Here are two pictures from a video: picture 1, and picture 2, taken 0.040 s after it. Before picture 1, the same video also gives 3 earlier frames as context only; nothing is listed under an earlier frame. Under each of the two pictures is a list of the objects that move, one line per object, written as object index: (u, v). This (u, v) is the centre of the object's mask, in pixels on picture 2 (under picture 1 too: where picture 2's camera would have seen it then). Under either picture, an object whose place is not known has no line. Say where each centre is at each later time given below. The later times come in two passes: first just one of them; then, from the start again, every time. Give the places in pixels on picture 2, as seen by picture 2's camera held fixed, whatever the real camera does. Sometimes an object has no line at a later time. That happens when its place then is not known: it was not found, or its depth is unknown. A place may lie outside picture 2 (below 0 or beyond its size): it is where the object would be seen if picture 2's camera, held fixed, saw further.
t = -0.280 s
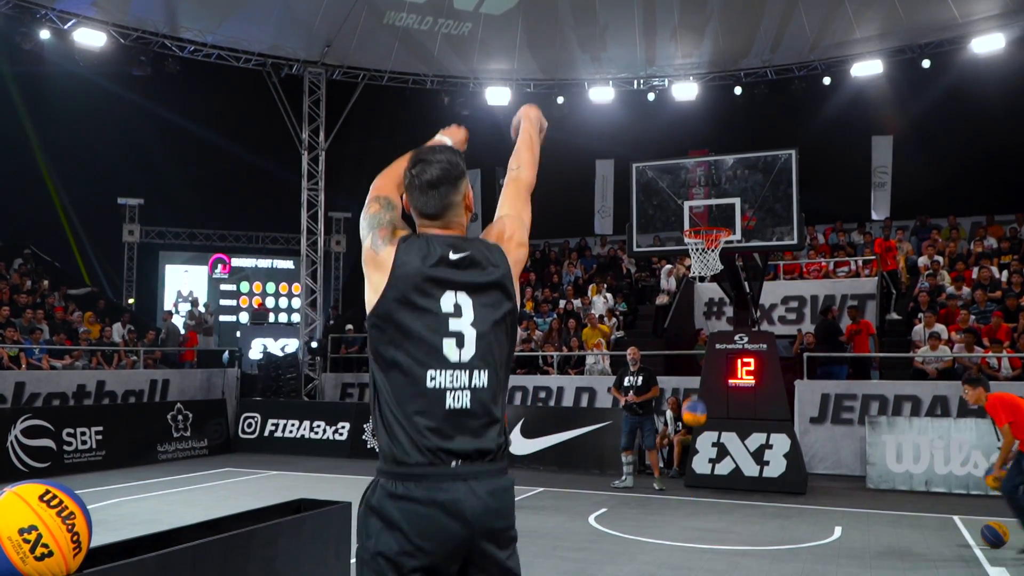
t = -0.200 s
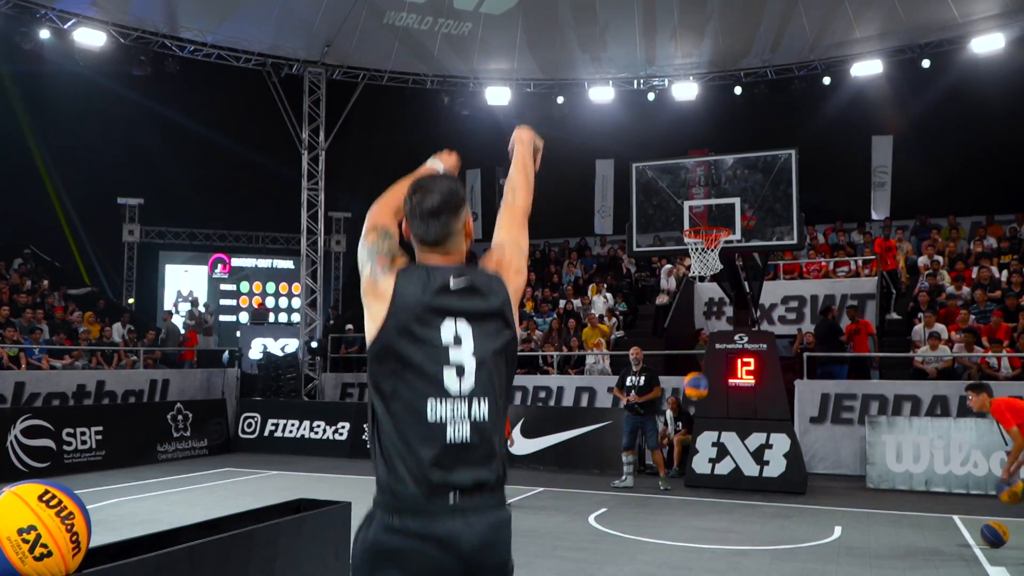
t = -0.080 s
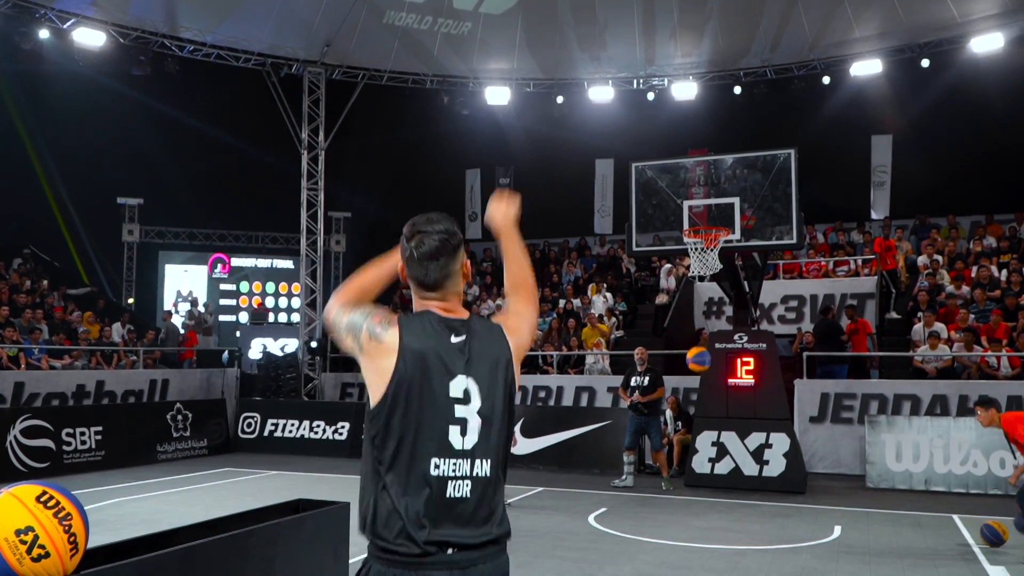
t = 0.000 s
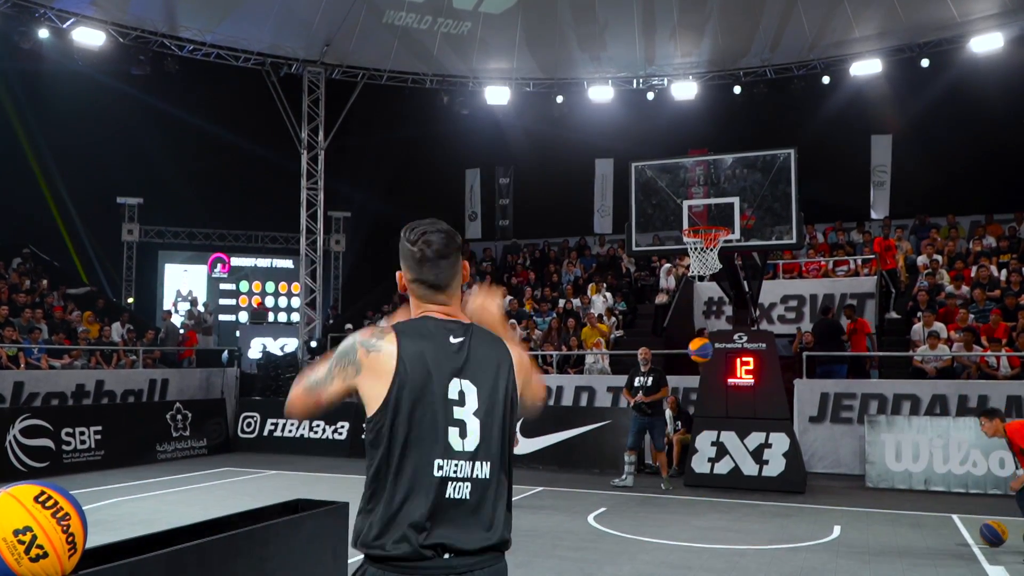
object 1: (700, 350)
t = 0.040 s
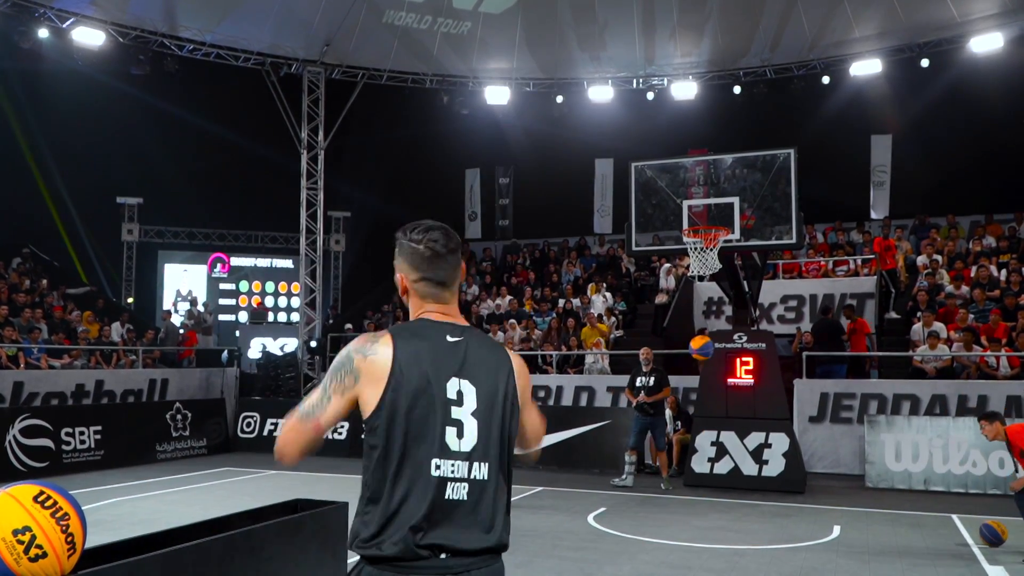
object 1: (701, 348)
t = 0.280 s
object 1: (709, 367)
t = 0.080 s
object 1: (702, 347)
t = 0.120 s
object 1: (704, 348)
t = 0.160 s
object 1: (705, 351)
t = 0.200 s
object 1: (706, 355)
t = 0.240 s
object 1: (708, 361)
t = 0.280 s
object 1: (709, 367)
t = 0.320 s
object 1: (711, 377)
